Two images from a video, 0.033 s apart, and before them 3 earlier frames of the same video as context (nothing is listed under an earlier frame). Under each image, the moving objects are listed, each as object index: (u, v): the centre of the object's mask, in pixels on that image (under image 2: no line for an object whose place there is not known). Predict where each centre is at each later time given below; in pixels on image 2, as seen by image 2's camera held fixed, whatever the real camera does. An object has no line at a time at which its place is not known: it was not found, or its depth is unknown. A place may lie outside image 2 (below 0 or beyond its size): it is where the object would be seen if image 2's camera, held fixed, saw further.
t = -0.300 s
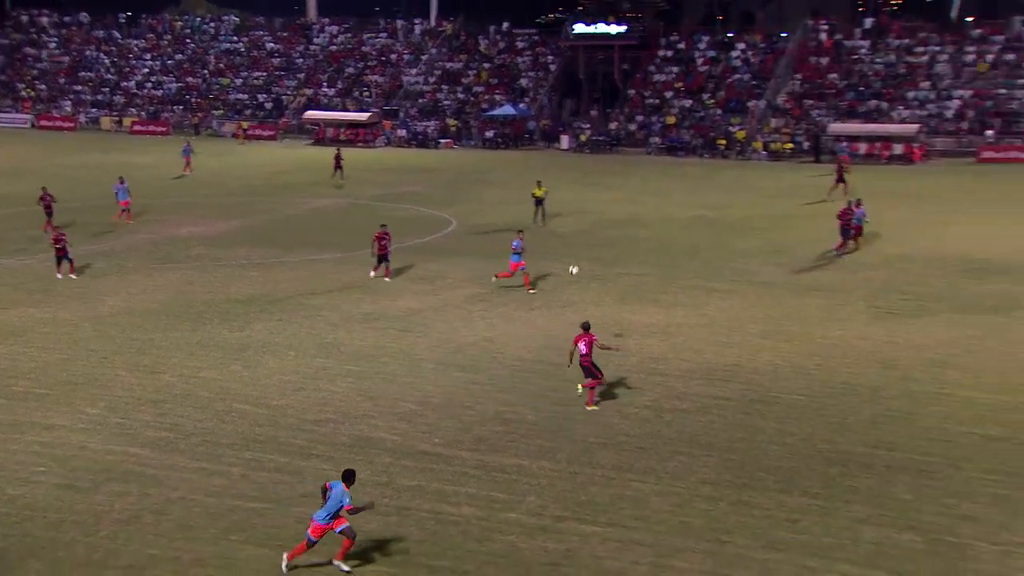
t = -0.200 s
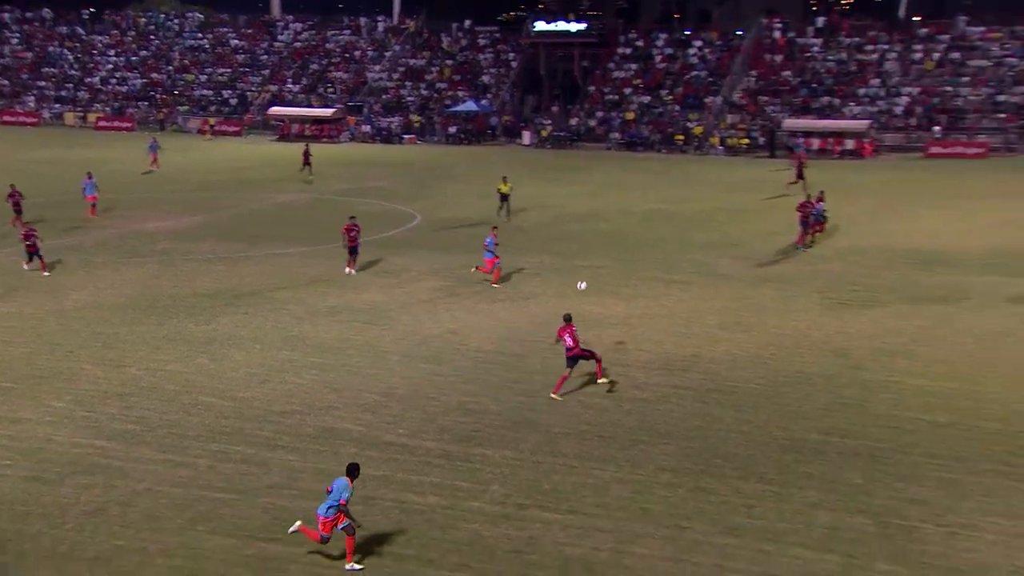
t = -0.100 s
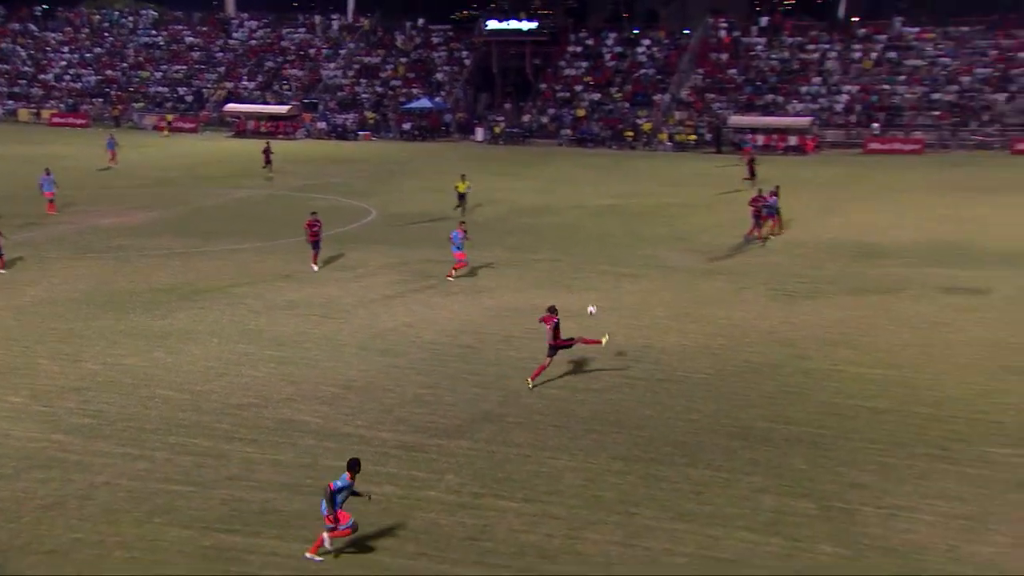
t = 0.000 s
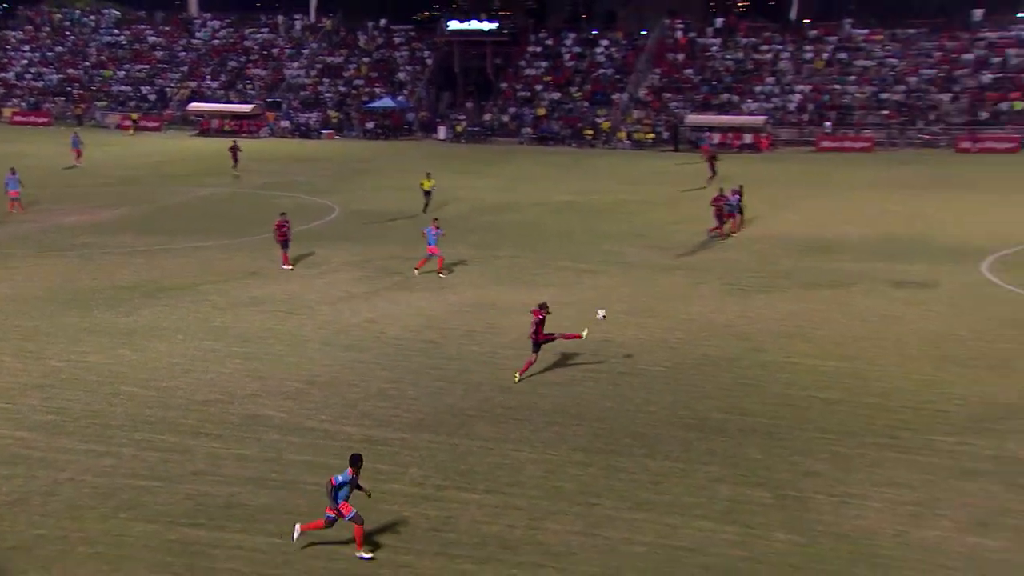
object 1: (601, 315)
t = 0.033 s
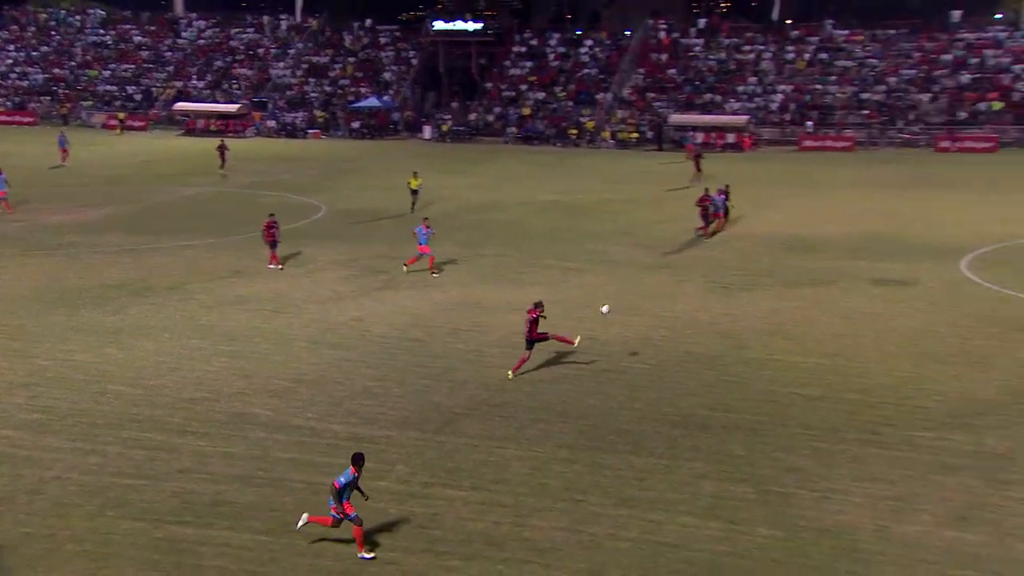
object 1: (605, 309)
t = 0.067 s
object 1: (622, 306)
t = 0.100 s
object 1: (640, 304)
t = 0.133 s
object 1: (648, 302)
